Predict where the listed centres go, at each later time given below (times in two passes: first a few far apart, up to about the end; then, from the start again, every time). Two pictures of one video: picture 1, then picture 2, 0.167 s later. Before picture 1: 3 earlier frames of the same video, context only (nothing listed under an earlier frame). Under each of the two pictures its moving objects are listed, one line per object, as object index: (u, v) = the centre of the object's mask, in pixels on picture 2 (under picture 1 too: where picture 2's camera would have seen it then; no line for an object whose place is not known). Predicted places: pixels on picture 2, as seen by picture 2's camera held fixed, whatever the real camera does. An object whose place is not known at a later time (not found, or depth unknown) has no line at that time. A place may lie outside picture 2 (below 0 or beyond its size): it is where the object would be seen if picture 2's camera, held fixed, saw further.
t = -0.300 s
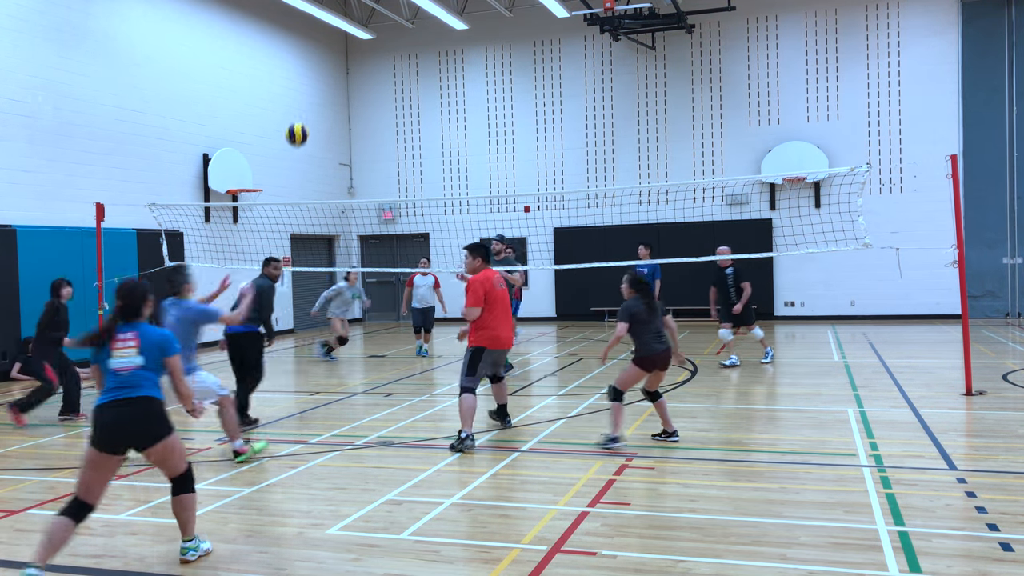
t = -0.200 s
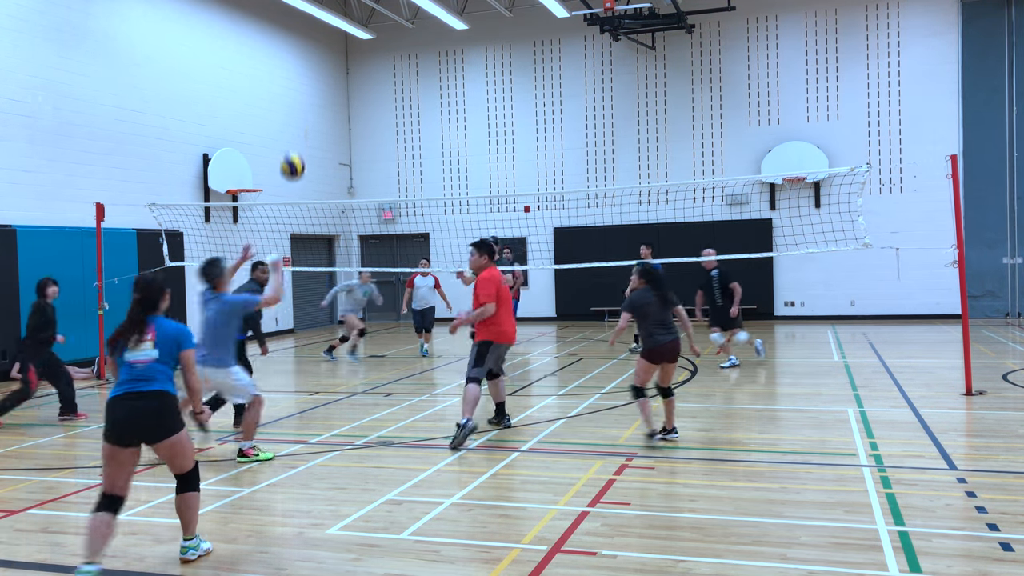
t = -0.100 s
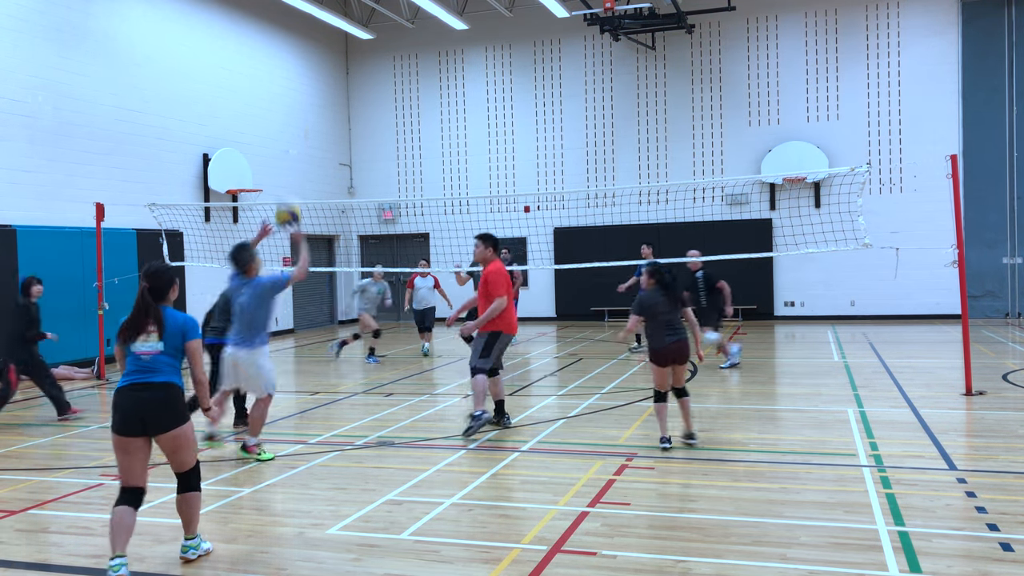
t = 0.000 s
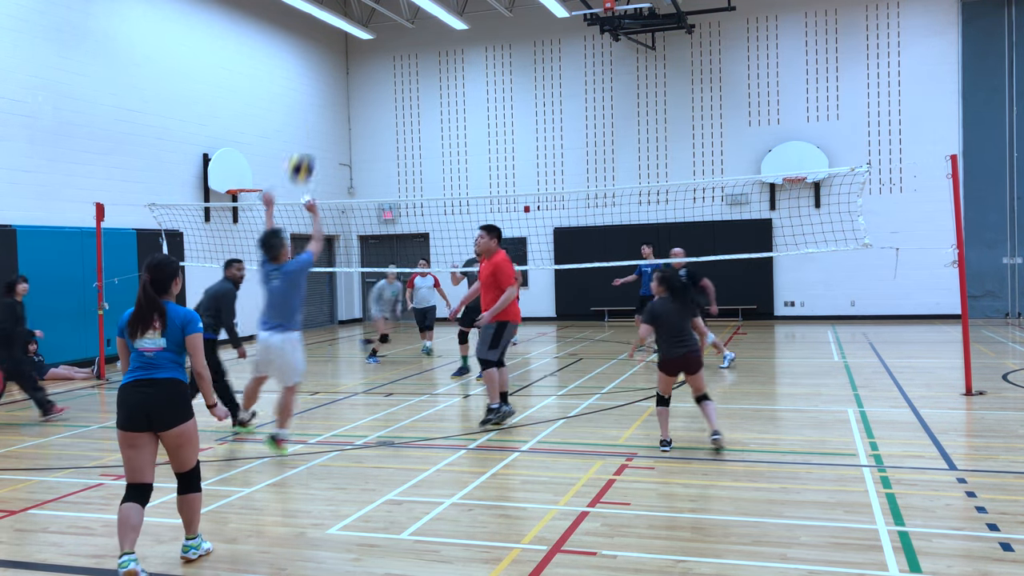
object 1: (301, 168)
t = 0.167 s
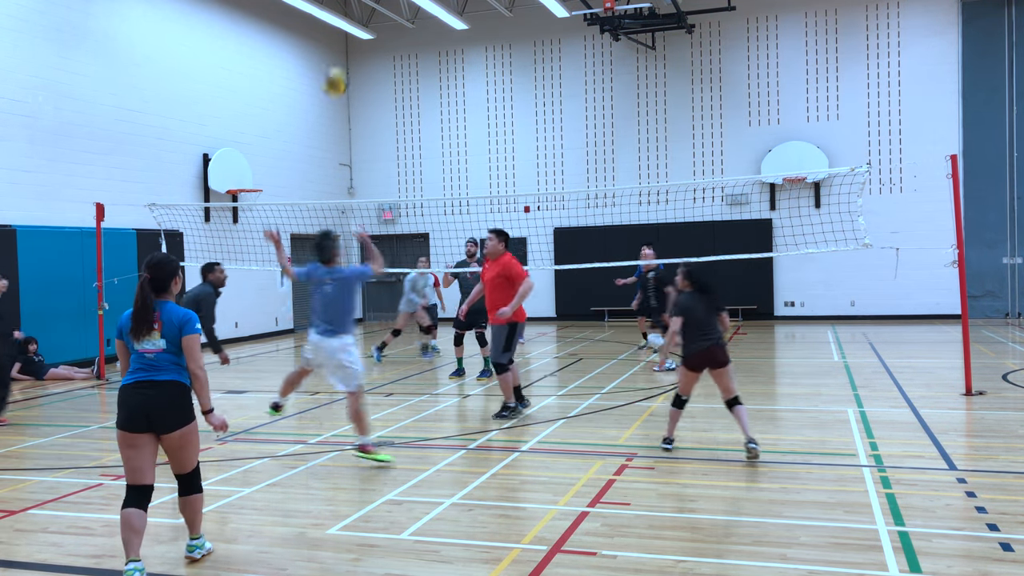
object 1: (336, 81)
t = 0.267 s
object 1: (356, 50)
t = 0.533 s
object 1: (403, 27)
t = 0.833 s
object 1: (451, 86)
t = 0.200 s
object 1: (343, 69)
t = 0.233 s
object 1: (346, 60)
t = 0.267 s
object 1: (356, 50)
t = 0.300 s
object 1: (361, 45)
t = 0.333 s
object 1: (369, 38)
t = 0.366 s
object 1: (375, 33)
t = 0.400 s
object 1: (381, 29)
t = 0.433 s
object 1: (386, 27)
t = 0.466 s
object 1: (391, 25)
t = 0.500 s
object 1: (397, 26)
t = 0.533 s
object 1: (403, 27)
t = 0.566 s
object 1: (408, 30)
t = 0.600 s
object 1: (414, 35)
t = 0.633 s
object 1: (420, 39)
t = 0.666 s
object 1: (425, 44)
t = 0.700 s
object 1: (430, 50)
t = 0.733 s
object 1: (436, 58)
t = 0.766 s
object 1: (441, 67)
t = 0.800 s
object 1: (446, 76)
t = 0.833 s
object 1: (451, 86)
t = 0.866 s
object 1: (457, 99)
